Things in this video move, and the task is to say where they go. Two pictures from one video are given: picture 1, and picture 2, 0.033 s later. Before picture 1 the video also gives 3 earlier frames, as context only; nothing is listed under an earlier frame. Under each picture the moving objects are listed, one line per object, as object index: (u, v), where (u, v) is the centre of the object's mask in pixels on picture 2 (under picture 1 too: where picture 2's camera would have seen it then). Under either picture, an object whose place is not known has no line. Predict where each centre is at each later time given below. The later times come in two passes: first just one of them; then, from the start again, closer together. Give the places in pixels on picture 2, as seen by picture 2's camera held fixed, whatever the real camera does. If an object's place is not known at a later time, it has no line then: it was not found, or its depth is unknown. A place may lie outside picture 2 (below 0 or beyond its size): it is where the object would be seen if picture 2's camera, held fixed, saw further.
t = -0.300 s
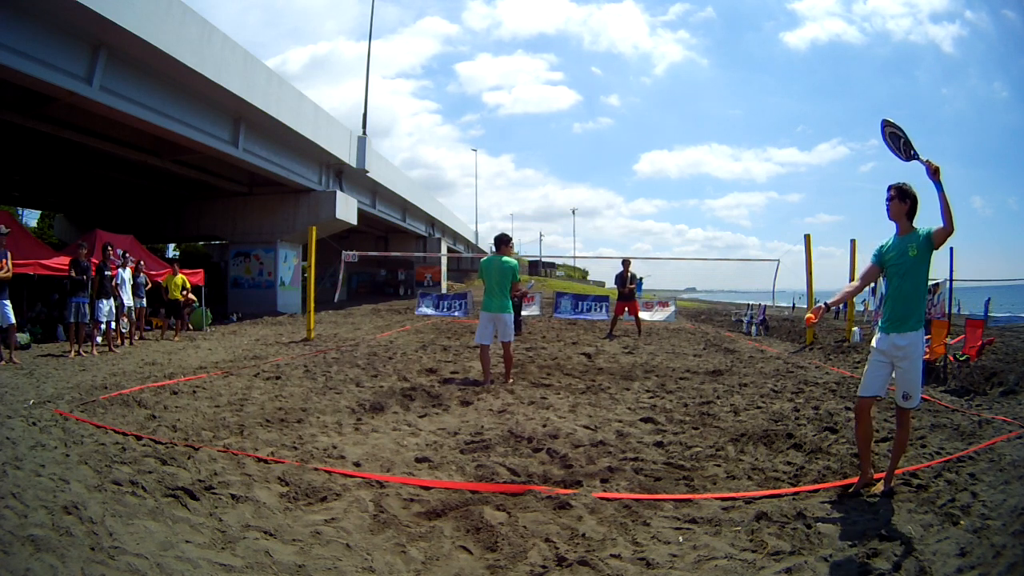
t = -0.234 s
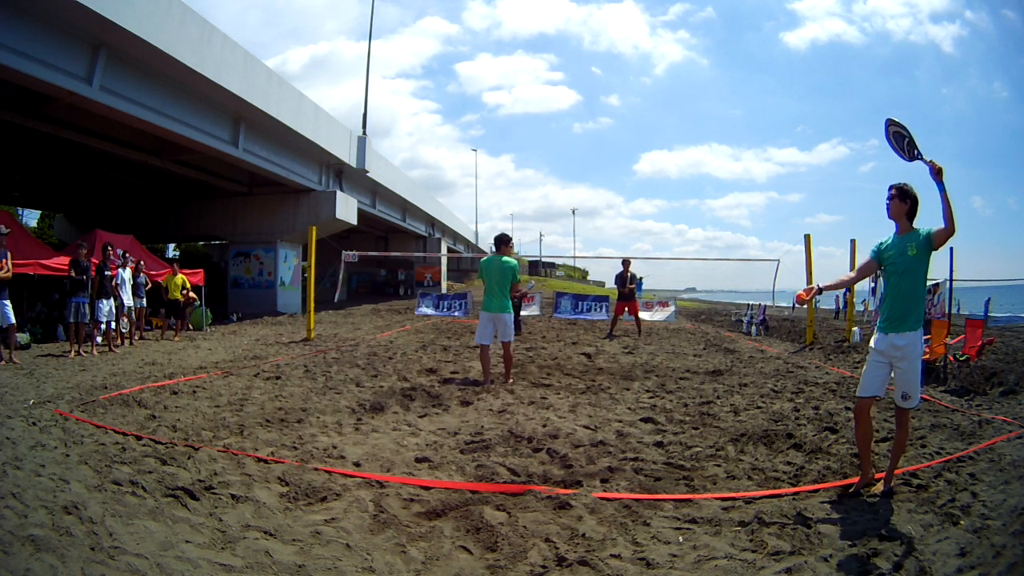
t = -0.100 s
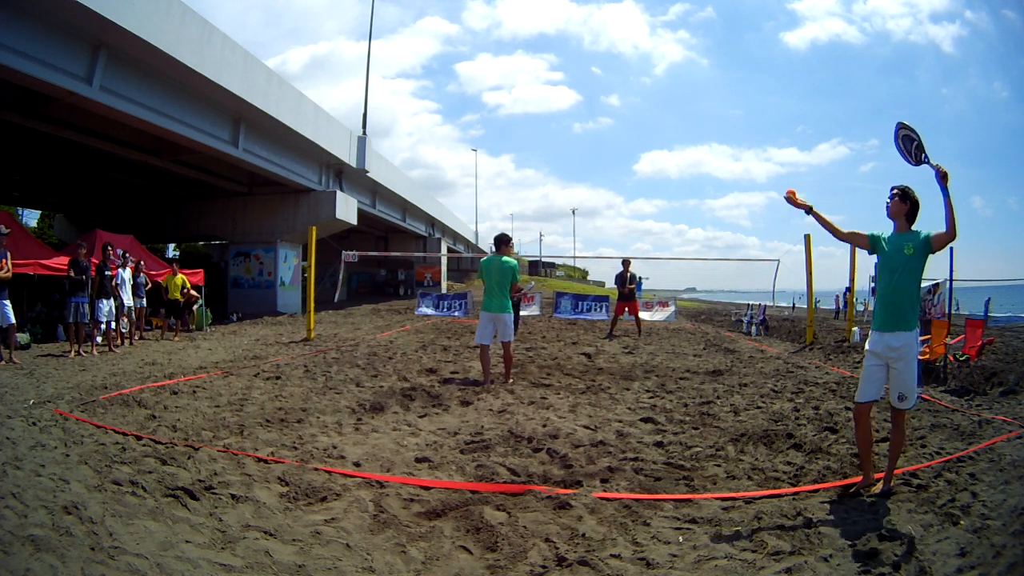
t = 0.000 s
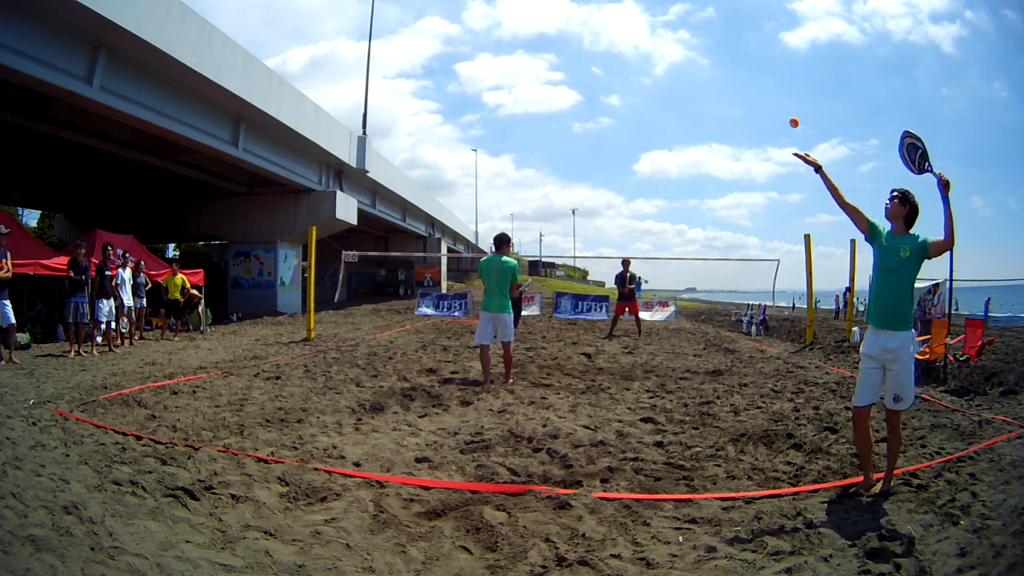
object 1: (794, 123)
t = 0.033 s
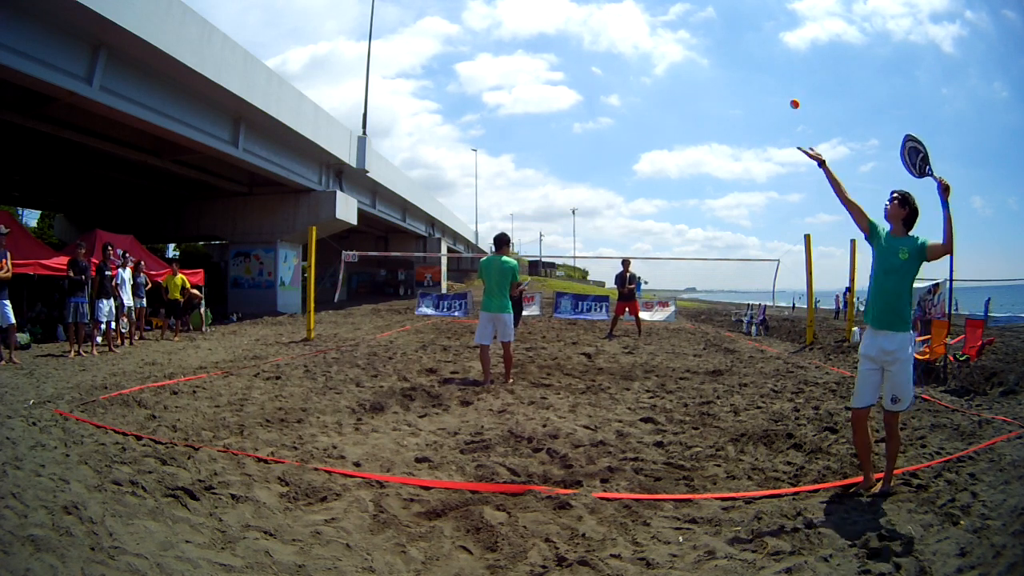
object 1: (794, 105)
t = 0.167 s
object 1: (796, 50)
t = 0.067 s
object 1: (795, 87)
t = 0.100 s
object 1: (795, 73)
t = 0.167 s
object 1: (796, 50)
